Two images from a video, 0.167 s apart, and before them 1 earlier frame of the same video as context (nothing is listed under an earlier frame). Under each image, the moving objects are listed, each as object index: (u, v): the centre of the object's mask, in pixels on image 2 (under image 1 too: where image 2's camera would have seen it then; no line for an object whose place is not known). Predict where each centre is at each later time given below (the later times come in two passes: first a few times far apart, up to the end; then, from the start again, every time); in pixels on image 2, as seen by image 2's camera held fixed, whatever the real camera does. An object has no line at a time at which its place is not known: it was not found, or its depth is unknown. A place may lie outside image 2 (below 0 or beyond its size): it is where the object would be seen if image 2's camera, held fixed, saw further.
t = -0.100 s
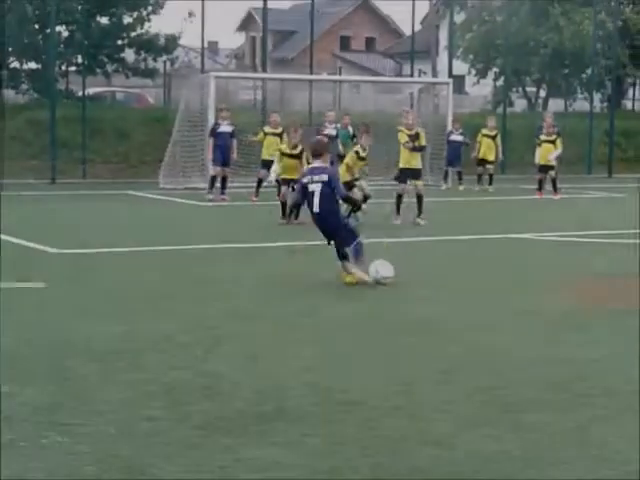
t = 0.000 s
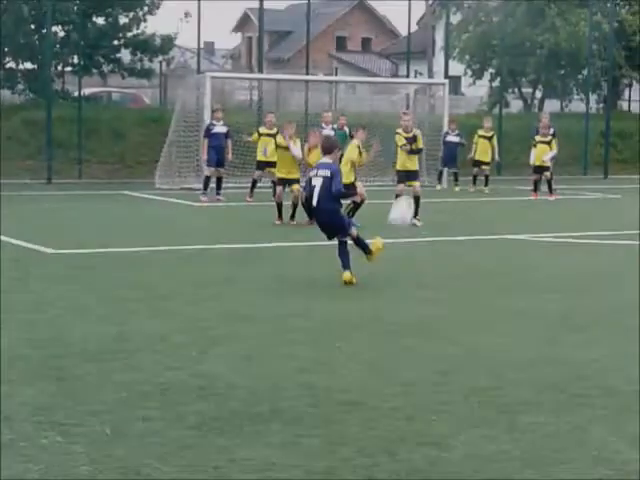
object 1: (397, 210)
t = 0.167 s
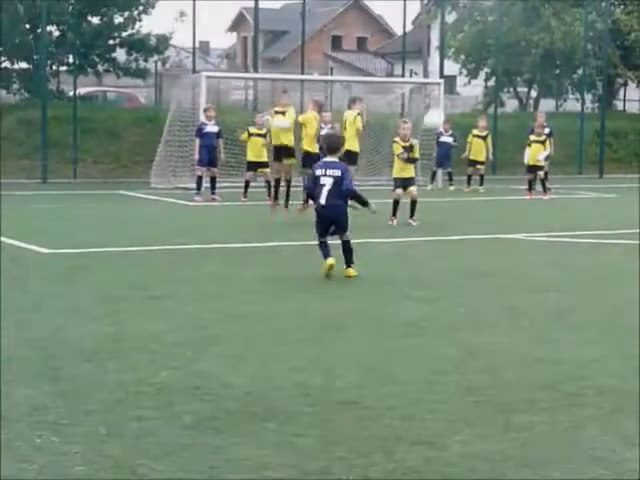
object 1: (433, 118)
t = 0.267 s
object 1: (450, 84)
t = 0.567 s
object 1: (465, 46)
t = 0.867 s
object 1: (458, 60)
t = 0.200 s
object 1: (439, 106)
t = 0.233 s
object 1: (444, 95)
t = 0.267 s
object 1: (450, 84)
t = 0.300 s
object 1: (453, 77)
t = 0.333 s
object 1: (454, 69)
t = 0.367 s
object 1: (456, 65)
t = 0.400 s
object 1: (459, 58)
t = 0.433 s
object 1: (461, 54)
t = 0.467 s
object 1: (463, 51)
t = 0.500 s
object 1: (464, 49)
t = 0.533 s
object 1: (465, 47)
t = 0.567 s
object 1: (465, 46)
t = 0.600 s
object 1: (465, 45)
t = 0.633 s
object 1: (465, 45)
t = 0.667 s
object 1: (464, 46)
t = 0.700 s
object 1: (464, 47)
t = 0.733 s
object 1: (463, 49)
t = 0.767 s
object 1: (463, 51)
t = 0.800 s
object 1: (461, 54)
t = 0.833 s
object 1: (460, 57)
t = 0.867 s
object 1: (458, 60)
